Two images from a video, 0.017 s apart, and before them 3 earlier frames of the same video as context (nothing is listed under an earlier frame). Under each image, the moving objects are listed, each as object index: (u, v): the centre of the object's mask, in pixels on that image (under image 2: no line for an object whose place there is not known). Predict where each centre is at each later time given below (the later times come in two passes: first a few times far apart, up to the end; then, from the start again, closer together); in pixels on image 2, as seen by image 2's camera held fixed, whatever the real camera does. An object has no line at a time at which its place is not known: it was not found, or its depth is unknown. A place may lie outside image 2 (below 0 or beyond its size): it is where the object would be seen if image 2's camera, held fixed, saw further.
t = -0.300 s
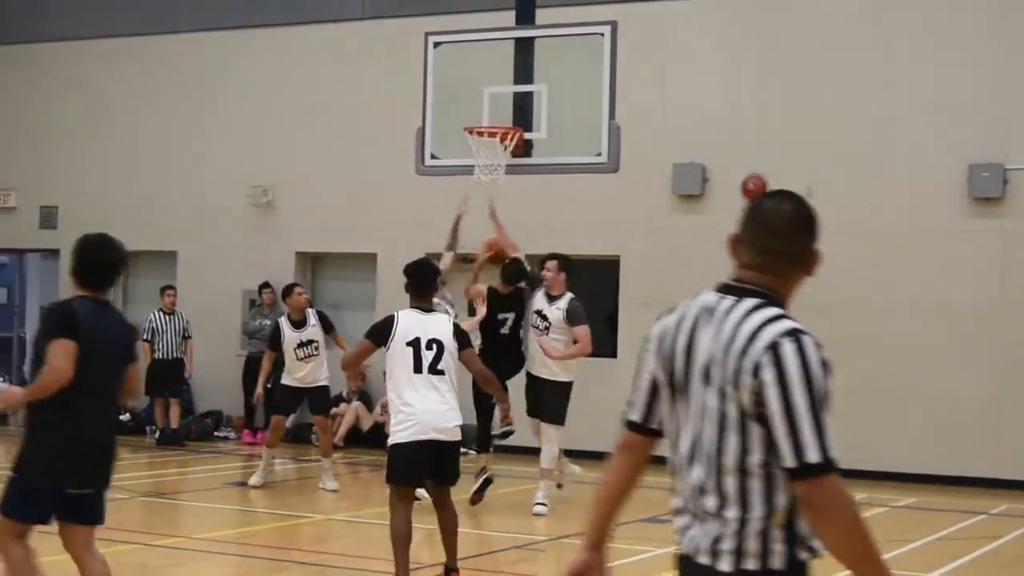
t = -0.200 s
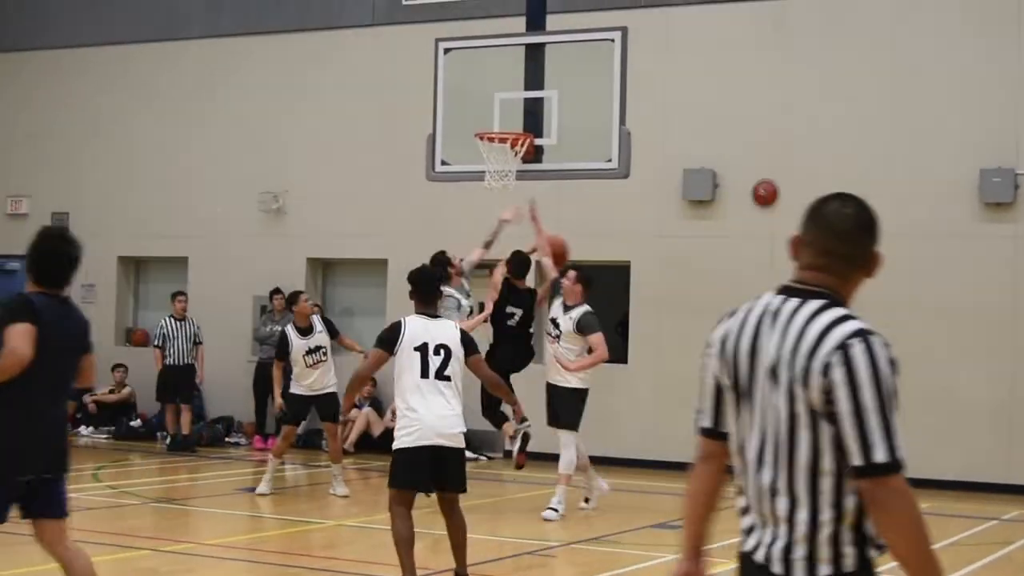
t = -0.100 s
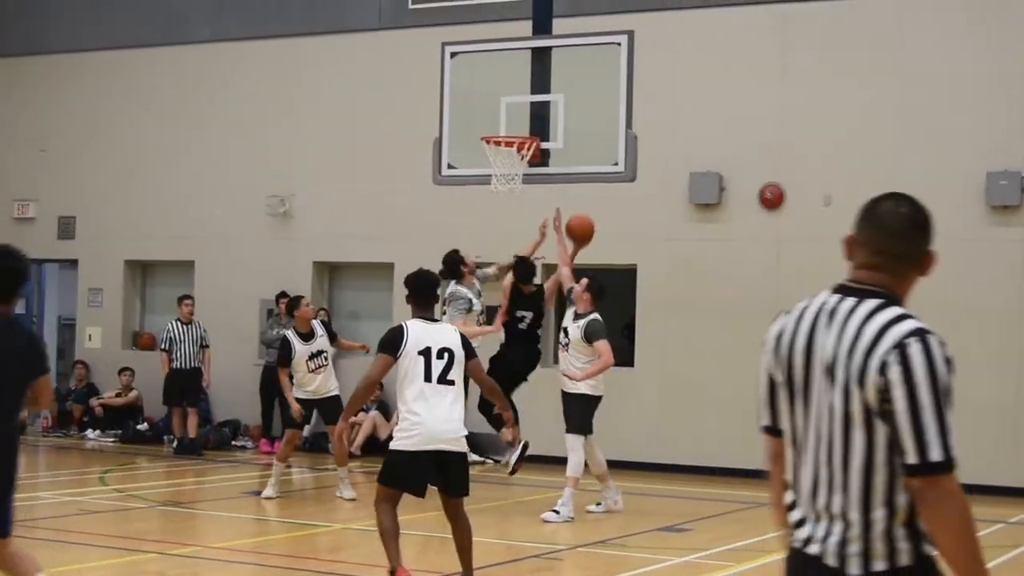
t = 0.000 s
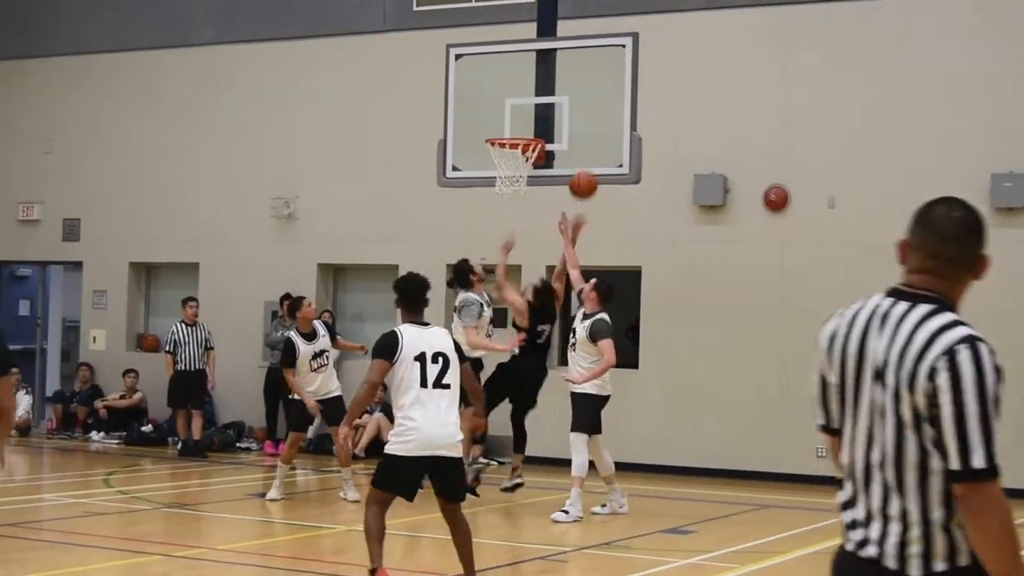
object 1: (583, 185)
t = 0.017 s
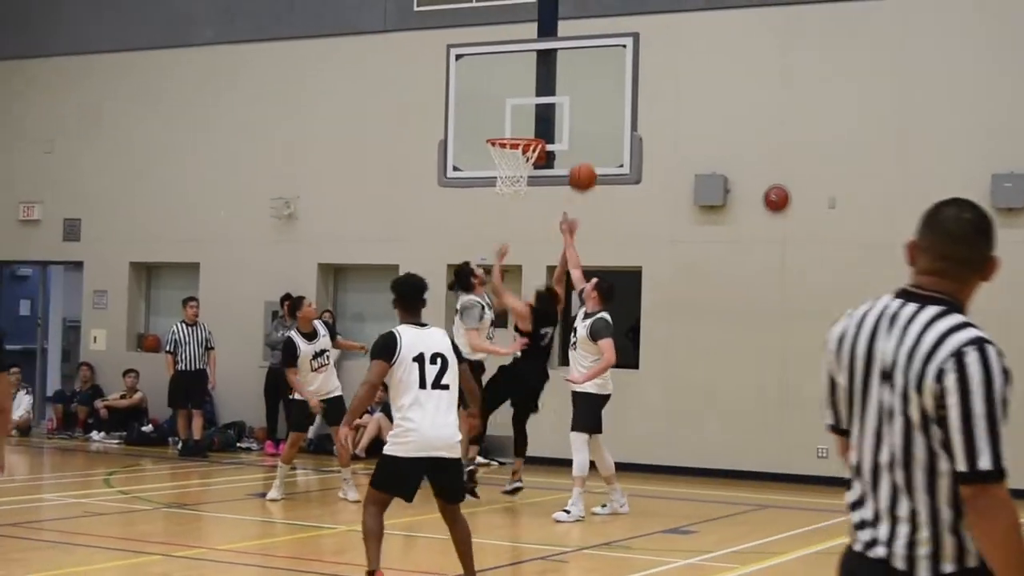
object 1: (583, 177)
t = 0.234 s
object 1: (562, 111)
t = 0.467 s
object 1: (537, 106)
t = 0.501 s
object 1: (533, 109)
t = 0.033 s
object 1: (581, 170)
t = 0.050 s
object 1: (579, 163)
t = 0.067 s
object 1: (577, 157)
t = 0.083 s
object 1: (576, 151)
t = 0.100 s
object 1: (575, 145)
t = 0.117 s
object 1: (573, 139)
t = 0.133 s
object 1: (572, 134)
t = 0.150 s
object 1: (570, 130)
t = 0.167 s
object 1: (569, 125)
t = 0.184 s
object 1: (567, 121)
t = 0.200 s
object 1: (566, 118)
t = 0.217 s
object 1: (565, 114)
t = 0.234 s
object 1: (562, 111)
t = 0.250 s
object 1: (561, 108)
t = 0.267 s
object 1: (560, 107)
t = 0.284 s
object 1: (558, 104)
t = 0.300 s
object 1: (556, 103)
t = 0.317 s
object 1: (555, 101)
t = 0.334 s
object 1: (553, 100)
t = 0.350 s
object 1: (551, 100)
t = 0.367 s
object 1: (548, 99)
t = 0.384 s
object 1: (546, 99)
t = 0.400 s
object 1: (544, 100)
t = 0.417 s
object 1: (542, 101)
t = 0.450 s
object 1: (538, 104)
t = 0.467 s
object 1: (537, 106)
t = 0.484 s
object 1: (536, 107)
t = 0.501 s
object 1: (533, 109)
